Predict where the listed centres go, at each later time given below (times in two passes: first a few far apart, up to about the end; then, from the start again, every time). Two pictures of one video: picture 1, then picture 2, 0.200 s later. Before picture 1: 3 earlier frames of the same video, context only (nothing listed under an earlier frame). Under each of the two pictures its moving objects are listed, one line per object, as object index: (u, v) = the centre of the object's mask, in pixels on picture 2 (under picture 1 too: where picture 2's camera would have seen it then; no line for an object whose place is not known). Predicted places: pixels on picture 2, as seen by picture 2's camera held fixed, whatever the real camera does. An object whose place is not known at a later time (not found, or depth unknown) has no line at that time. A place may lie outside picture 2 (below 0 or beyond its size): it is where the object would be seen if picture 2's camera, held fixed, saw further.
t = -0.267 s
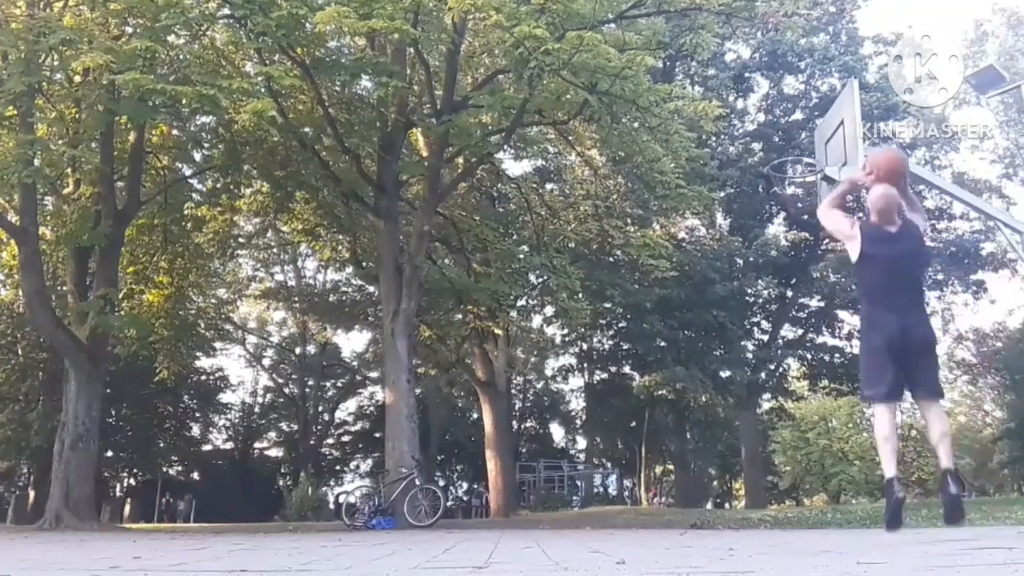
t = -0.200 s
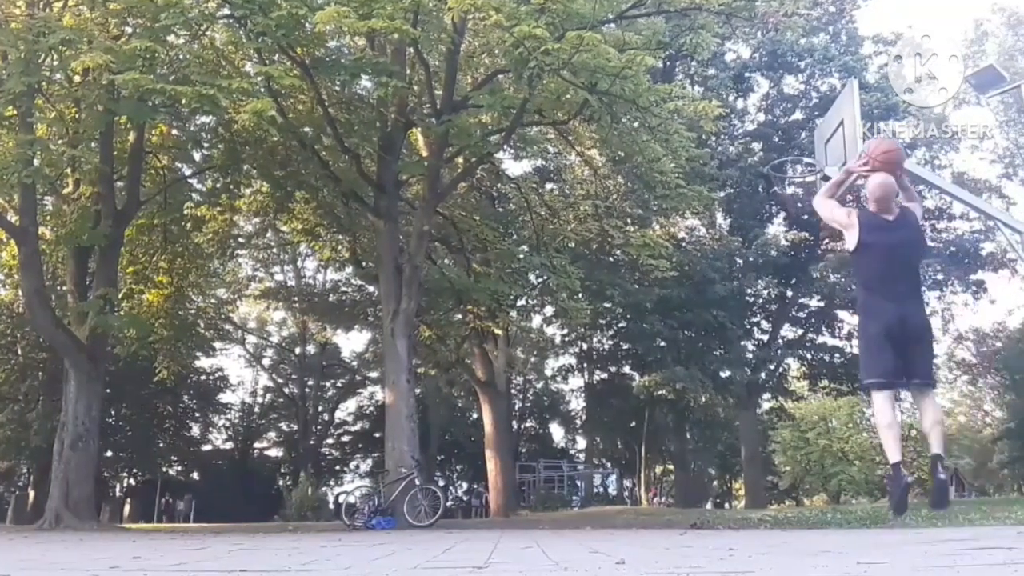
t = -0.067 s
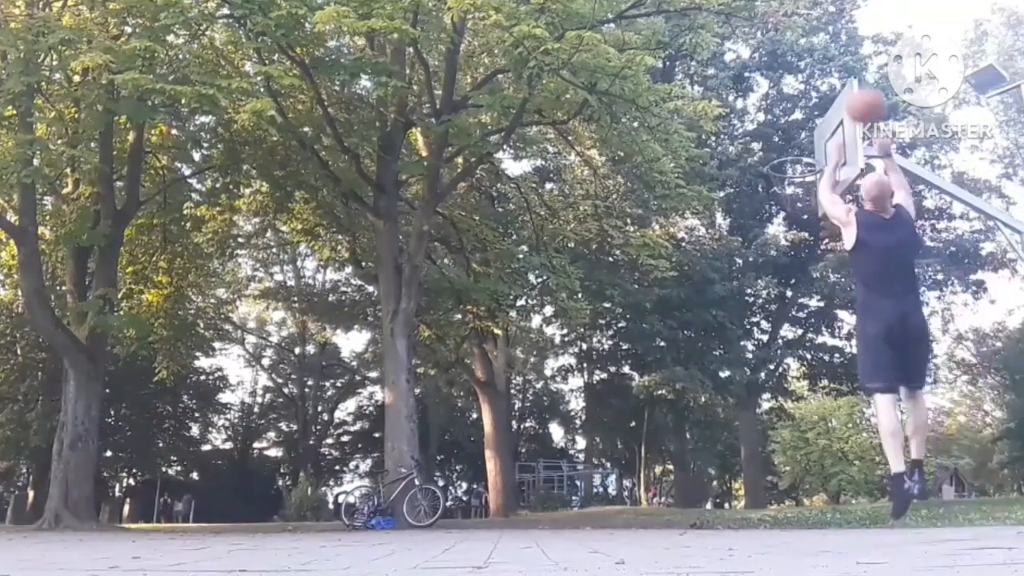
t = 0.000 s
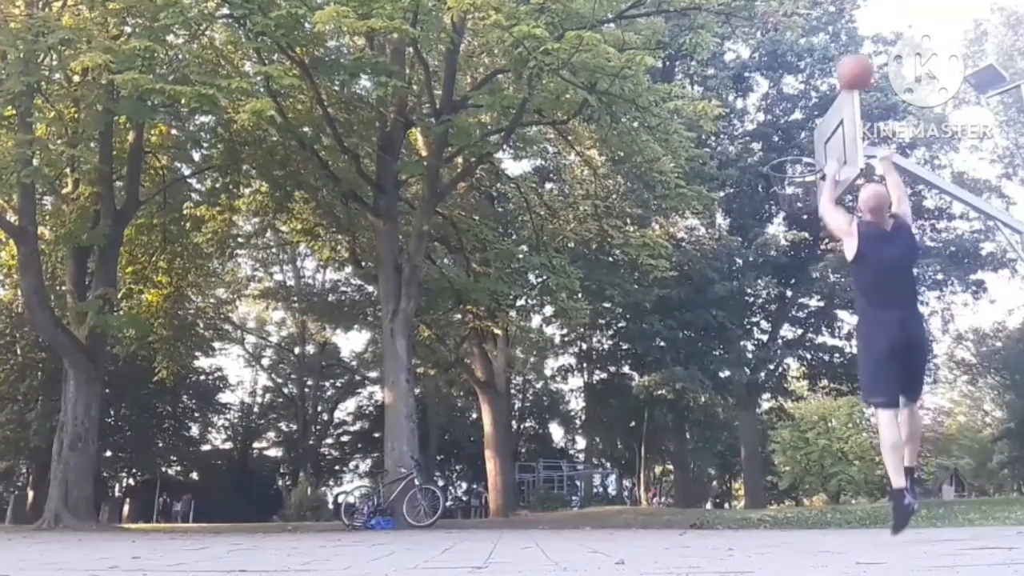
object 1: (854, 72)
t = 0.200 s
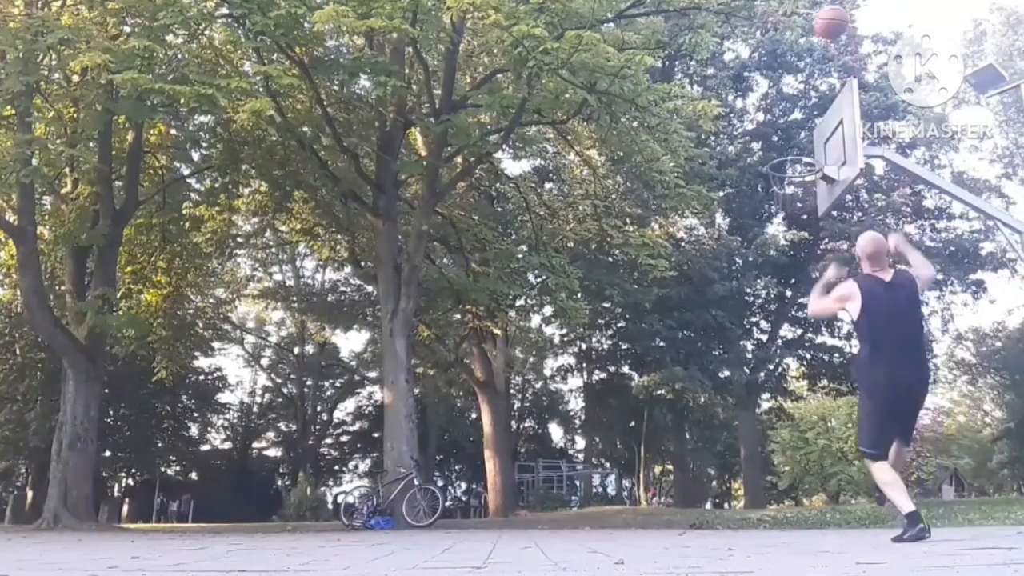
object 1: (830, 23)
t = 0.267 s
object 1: (825, 18)
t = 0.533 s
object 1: (809, 49)
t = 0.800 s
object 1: (804, 143)
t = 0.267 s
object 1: (825, 18)
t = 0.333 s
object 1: (821, 19)
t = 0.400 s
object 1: (818, 23)
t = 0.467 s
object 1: (813, 34)
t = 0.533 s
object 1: (809, 49)
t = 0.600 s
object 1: (807, 66)
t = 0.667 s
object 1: (806, 90)
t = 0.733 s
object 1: (805, 115)
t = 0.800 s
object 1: (804, 143)
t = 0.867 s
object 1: (810, 123)
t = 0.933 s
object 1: (817, 104)
